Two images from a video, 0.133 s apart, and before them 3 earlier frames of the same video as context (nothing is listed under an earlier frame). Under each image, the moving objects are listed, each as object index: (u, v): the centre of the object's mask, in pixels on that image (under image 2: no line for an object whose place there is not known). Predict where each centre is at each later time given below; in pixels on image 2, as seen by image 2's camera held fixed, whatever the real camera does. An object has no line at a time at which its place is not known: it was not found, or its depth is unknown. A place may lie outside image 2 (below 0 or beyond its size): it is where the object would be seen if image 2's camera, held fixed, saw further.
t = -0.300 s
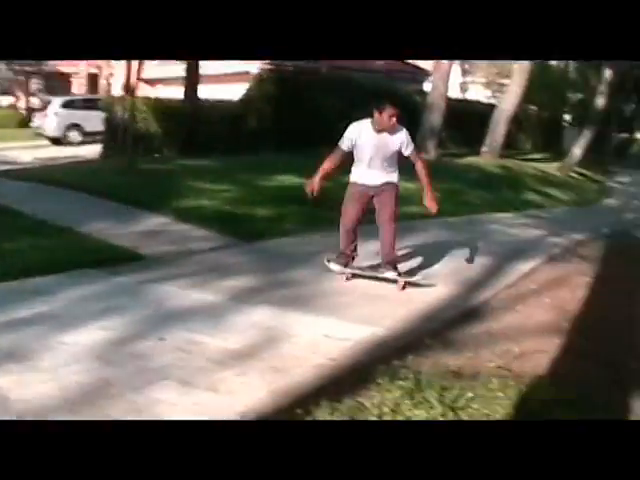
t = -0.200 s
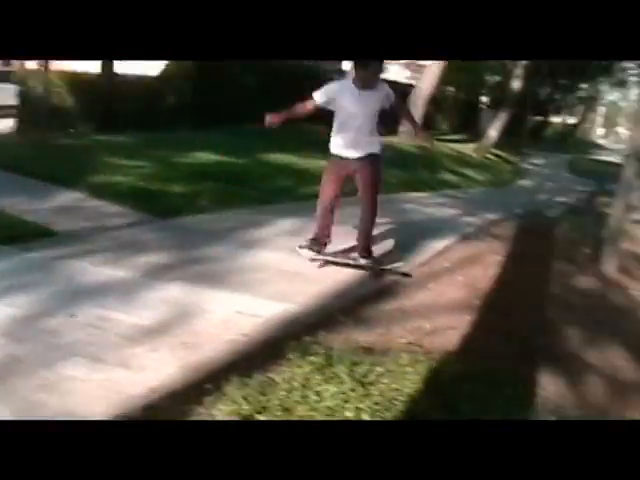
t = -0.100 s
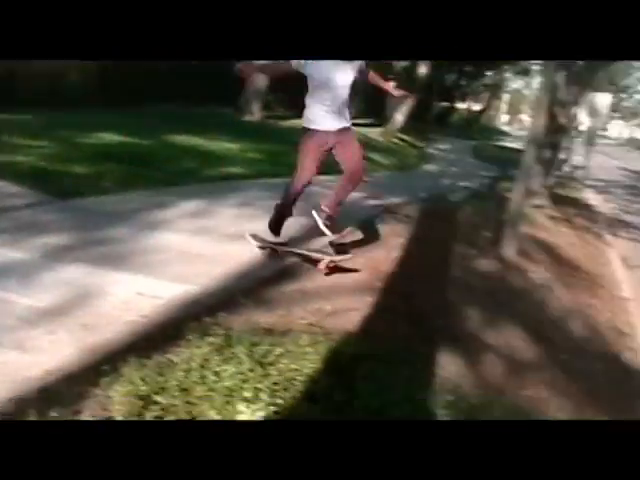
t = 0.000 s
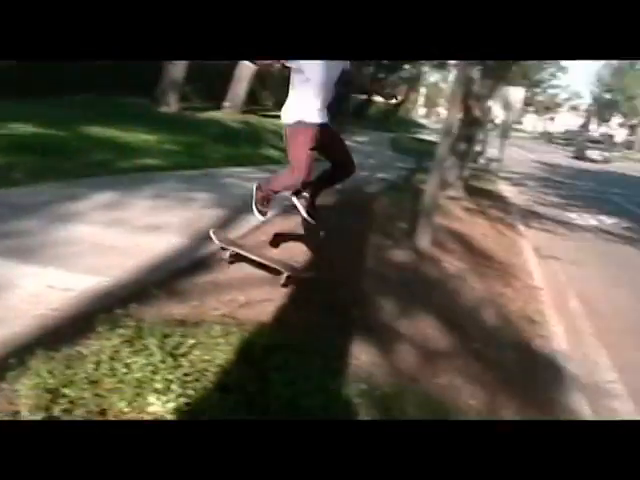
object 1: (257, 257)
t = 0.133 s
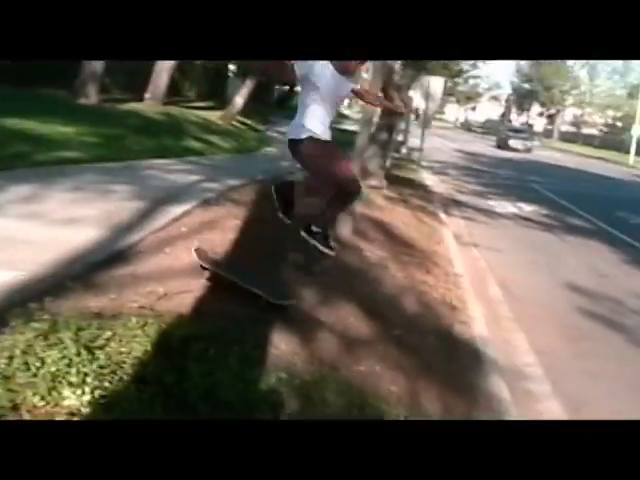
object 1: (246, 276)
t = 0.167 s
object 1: (257, 283)
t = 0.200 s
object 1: (271, 290)
